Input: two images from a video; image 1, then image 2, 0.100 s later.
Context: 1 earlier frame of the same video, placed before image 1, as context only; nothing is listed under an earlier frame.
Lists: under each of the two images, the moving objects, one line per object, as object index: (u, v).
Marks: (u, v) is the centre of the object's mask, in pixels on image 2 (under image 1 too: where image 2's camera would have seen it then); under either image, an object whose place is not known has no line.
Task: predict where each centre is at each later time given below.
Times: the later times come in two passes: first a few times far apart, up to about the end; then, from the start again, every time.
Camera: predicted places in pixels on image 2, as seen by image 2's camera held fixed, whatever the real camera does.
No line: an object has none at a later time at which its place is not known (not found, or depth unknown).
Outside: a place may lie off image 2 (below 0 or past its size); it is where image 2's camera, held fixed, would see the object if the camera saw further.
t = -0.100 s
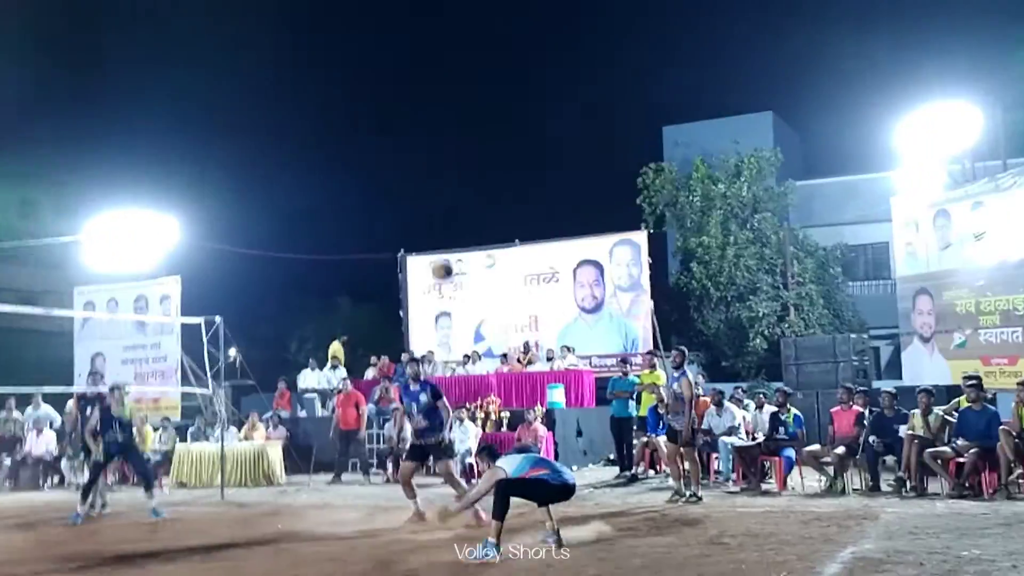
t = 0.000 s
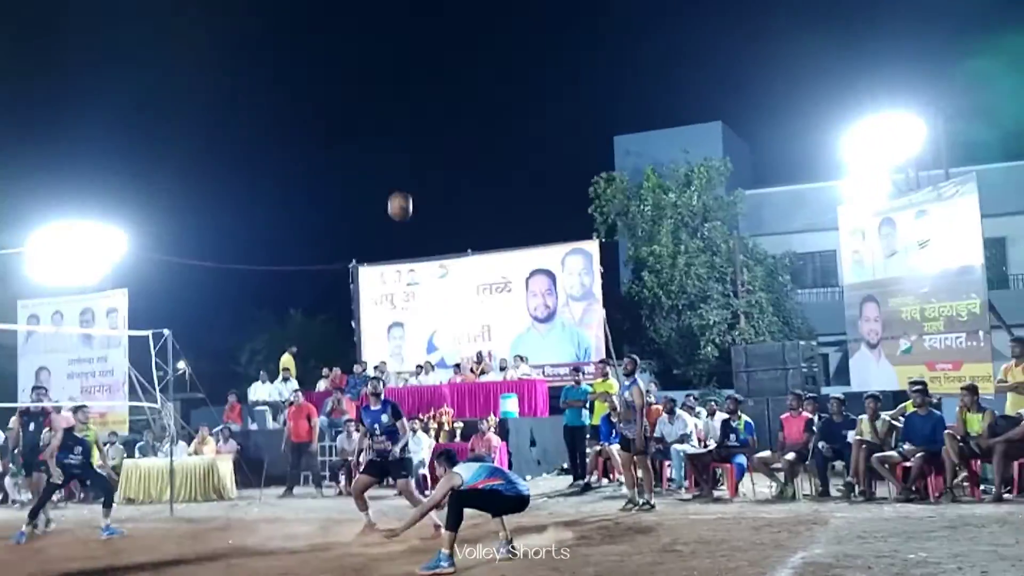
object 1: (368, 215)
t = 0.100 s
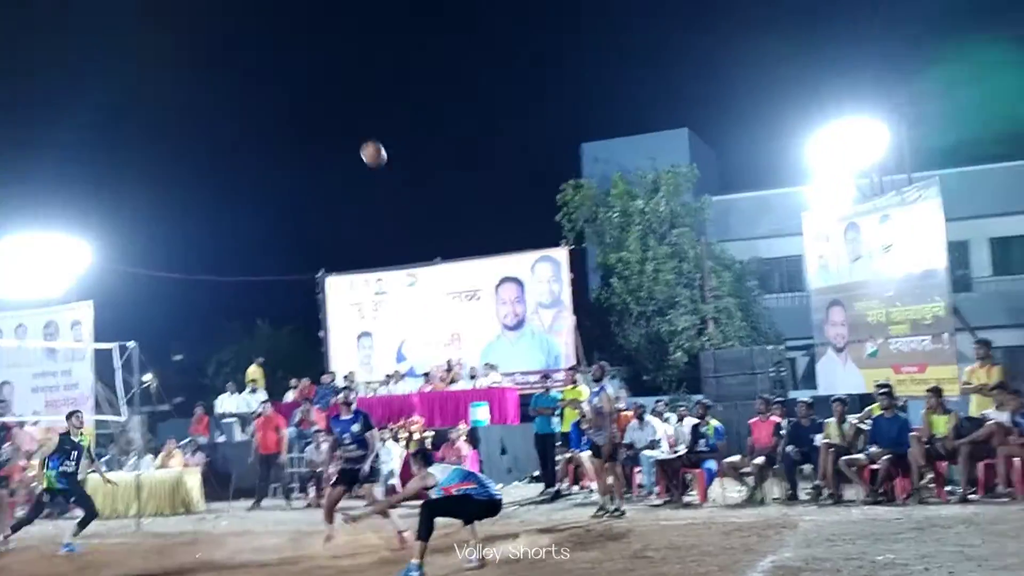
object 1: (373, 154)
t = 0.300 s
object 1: (386, 70)
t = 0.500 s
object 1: (402, 32)
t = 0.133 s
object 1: (375, 136)
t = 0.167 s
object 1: (376, 120)
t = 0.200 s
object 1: (379, 106)
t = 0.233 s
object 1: (382, 93)
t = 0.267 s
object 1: (383, 81)
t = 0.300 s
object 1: (386, 70)
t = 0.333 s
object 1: (389, 61)
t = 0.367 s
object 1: (391, 53)
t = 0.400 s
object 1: (394, 46)
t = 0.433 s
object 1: (397, 40)
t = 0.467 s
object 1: (400, 35)
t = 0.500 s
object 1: (402, 32)
